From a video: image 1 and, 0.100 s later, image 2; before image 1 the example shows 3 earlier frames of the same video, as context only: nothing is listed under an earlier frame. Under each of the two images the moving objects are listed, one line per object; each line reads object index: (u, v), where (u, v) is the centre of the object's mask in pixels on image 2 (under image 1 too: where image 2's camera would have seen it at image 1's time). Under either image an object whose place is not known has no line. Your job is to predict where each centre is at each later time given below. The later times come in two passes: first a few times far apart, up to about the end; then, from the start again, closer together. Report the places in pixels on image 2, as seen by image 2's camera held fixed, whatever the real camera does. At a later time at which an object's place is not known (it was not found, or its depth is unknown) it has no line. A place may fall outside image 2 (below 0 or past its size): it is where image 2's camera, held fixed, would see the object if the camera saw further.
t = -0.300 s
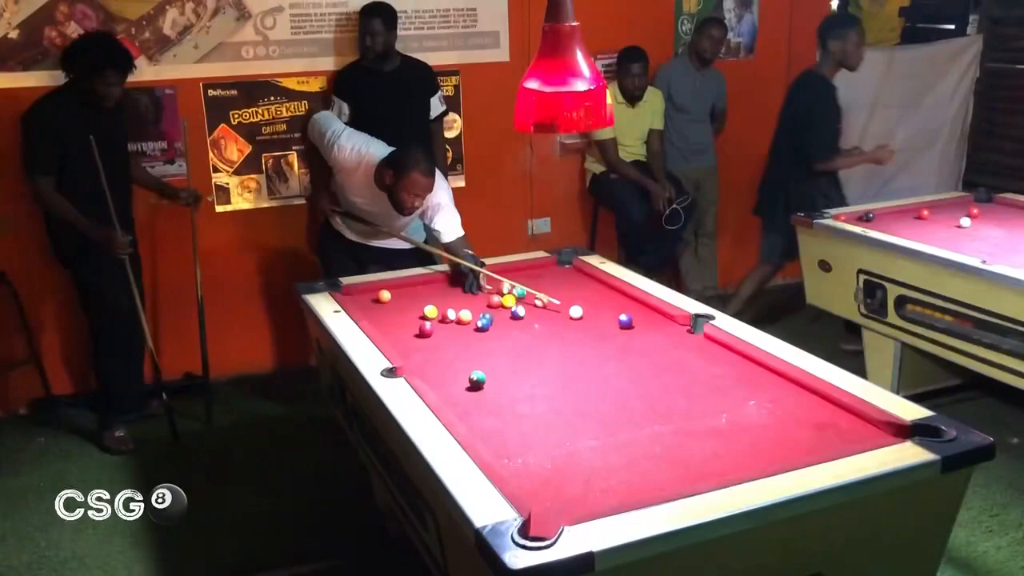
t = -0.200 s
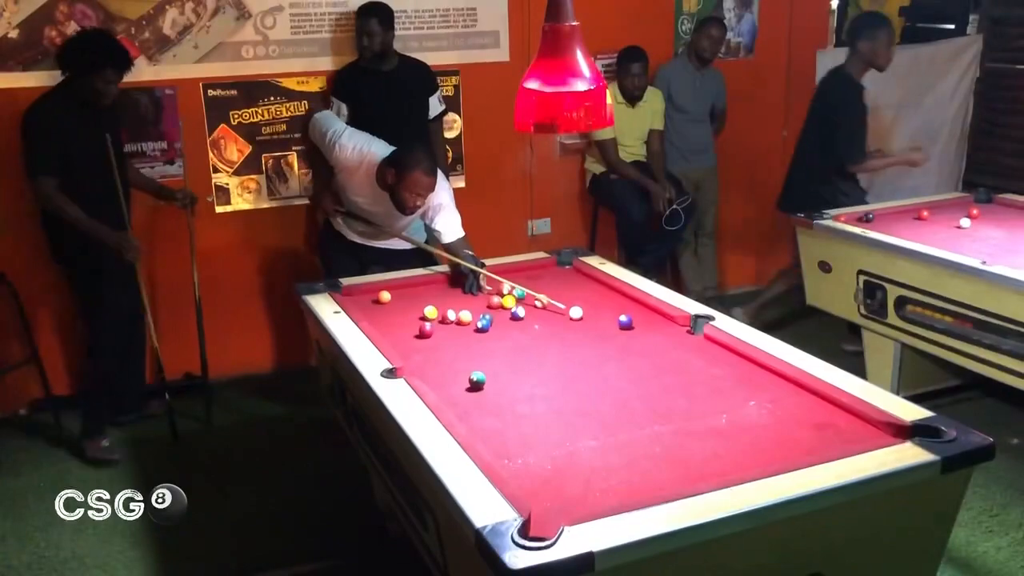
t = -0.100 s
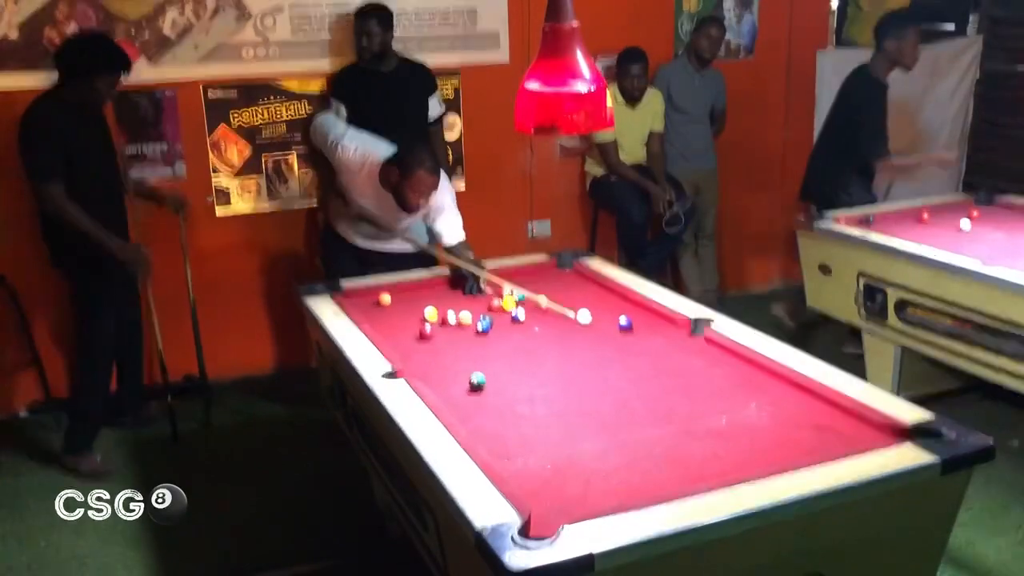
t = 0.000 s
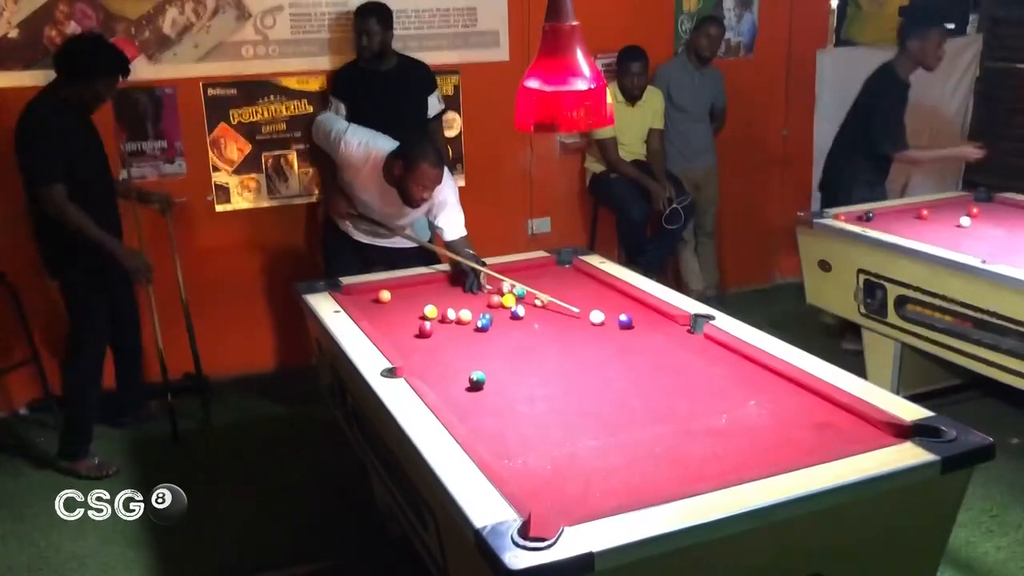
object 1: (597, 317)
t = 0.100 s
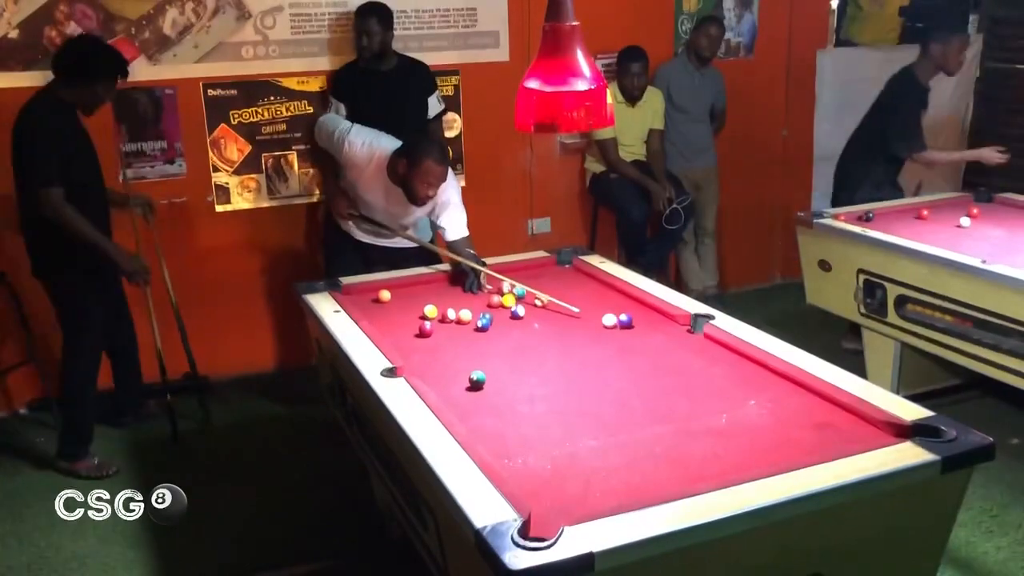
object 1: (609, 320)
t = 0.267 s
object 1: (613, 325)
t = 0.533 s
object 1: (619, 333)
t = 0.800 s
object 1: (625, 341)
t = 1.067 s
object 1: (632, 348)
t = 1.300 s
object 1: (637, 355)
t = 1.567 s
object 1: (643, 362)
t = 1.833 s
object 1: (648, 369)
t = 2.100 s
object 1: (654, 376)
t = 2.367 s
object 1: (659, 382)
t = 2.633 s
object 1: (664, 388)
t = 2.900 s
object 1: (668, 392)
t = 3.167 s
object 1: (672, 396)
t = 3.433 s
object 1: (675, 400)
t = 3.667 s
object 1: (677, 402)
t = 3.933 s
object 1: (681, 407)
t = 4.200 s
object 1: (681, 405)
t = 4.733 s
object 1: (681, 406)
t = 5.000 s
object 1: (681, 406)
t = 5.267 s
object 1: (681, 406)
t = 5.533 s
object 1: (681, 406)
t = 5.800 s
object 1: (681, 406)
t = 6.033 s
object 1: (681, 406)
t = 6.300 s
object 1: (681, 406)
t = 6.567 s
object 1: (681, 406)
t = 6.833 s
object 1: (681, 406)
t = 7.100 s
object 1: (681, 406)
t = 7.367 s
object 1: (681, 406)
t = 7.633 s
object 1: (681, 406)
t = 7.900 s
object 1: (681, 406)
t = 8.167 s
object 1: (681, 406)
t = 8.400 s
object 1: (681, 407)
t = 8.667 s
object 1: (681, 406)
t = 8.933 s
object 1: (681, 406)
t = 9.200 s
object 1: (681, 406)
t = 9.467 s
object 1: (681, 406)
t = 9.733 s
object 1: (681, 406)
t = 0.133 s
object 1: (610, 322)
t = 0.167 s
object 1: (611, 322)
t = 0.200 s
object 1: (612, 323)
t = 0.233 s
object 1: (612, 324)
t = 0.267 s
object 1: (613, 325)
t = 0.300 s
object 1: (614, 327)
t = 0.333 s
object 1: (615, 327)
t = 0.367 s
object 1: (616, 328)
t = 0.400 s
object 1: (616, 329)
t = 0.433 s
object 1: (617, 330)
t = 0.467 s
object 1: (618, 330)
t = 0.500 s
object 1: (619, 332)
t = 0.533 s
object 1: (619, 333)
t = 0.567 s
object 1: (620, 334)
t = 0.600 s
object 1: (621, 335)
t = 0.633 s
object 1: (622, 336)
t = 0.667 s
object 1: (623, 337)
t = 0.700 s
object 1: (623, 338)
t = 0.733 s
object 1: (624, 339)
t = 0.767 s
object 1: (625, 340)
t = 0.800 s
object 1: (625, 341)
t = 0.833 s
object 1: (626, 342)
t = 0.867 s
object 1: (627, 343)
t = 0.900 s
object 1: (628, 344)
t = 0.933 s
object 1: (628, 343)
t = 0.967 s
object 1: (629, 344)
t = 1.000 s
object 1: (630, 346)
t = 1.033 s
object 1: (631, 348)
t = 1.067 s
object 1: (632, 348)
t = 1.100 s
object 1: (633, 350)
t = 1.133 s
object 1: (633, 351)
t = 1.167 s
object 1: (634, 351)
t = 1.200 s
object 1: (635, 353)
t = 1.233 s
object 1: (635, 353)
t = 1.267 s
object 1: (636, 355)
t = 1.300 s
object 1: (637, 355)
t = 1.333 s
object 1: (638, 356)
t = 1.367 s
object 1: (639, 357)
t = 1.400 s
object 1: (639, 358)
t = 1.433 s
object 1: (640, 357)
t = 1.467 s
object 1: (640, 358)
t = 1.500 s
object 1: (641, 359)
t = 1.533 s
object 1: (642, 360)
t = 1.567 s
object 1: (643, 362)
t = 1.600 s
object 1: (644, 363)
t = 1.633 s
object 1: (644, 364)
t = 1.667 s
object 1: (645, 365)
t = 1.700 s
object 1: (646, 366)
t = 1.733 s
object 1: (646, 367)
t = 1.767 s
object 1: (647, 368)
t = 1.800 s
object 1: (648, 369)
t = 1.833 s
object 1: (648, 369)
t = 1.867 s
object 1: (649, 370)
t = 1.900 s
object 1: (649, 371)
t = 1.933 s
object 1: (650, 371)
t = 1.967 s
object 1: (651, 370)
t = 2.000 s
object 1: (652, 372)
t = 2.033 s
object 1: (652, 373)
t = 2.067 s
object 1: (653, 375)
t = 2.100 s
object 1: (654, 376)
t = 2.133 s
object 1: (654, 377)
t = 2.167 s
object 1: (655, 377)
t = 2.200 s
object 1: (656, 378)
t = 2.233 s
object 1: (656, 379)
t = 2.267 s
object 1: (657, 380)
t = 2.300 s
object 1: (657, 380)
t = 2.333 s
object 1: (658, 381)
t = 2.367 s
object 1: (659, 382)
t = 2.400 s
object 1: (659, 383)
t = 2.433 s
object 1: (660, 384)
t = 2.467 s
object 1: (661, 383)
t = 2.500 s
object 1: (661, 384)
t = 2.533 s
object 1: (662, 385)
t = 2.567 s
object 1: (663, 386)
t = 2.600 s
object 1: (663, 387)
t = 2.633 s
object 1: (664, 388)
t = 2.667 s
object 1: (664, 388)
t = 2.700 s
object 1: (665, 389)
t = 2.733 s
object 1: (665, 389)
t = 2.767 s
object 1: (666, 390)
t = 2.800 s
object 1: (666, 390)
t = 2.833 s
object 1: (667, 391)
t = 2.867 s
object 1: (667, 392)
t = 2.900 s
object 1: (668, 392)
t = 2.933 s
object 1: (669, 393)
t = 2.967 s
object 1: (669, 393)
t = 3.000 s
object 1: (670, 394)
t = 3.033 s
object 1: (670, 393)
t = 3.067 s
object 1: (671, 395)
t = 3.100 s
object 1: (671, 395)
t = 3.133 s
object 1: (672, 396)
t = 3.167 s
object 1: (672, 396)
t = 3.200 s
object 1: (673, 397)
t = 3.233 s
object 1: (673, 397)
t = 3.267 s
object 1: (674, 397)
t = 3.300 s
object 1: (674, 398)
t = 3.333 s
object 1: (674, 398)
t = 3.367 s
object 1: (675, 399)
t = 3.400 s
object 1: (675, 399)
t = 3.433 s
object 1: (675, 400)
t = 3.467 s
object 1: (675, 400)
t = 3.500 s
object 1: (676, 400)
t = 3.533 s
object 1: (676, 400)
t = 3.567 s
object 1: (677, 401)
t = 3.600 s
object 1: (677, 401)
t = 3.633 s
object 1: (677, 402)
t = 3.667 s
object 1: (677, 402)
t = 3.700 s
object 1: (678, 402)
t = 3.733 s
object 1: (678, 403)
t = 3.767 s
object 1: (678, 403)
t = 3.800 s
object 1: (678, 403)
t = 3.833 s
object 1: (679, 403)
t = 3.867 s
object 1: (679, 403)
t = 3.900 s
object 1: (679, 404)
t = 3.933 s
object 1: (681, 407)
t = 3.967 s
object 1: (678, 402)
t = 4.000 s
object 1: (679, 401)
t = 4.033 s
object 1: (680, 402)
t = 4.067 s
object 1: (680, 405)
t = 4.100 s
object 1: (680, 405)
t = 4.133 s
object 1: (681, 405)
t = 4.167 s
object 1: (681, 405)
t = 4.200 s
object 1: (681, 405)
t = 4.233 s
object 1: (681, 405)
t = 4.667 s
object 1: (681, 406)
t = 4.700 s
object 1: (681, 406)
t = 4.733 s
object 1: (681, 406)
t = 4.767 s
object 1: (681, 406)
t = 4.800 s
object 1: (681, 406)
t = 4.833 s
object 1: (681, 406)
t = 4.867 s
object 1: (681, 406)
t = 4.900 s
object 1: (681, 406)
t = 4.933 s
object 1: (681, 406)
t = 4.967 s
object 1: (681, 406)
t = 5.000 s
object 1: (681, 406)
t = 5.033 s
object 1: (681, 406)
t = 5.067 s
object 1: (681, 406)
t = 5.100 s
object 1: (681, 406)
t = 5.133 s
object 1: (681, 406)
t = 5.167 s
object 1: (681, 406)
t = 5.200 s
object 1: (681, 406)
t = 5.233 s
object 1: (681, 406)
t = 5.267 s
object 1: (681, 406)
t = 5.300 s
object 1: (681, 406)
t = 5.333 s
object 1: (681, 406)
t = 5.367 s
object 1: (681, 406)
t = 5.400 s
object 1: (681, 406)
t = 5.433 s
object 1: (681, 406)
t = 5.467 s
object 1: (681, 406)
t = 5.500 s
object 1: (681, 406)
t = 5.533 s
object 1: (681, 406)
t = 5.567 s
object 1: (681, 405)
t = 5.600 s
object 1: (681, 406)
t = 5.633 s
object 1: (681, 405)
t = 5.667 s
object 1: (681, 406)
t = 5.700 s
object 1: (681, 406)
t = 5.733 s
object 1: (681, 406)
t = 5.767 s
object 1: (681, 406)
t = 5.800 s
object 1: (681, 406)
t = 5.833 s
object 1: (681, 406)
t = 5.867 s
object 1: (681, 406)
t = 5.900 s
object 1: (681, 406)
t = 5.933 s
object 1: (681, 406)
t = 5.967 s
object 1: (681, 406)
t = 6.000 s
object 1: (681, 406)
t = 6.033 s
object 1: (681, 406)
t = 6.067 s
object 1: (681, 406)
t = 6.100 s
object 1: (681, 406)
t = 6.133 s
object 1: (681, 407)
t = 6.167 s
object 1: (681, 406)
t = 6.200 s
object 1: (681, 406)
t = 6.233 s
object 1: (681, 406)
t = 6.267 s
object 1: (681, 406)
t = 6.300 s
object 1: (681, 406)
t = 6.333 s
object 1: (681, 406)
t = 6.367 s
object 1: (681, 406)
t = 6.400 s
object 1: (681, 406)
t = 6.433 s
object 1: (681, 406)
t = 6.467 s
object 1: (681, 406)
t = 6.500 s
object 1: (681, 406)
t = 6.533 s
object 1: (681, 406)
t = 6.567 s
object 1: (681, 406)
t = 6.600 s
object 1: (681, 406)
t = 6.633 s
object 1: (681, 404)
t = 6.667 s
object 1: (681, 406)
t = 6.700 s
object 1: (681, 406)
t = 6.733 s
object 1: (681, 406)
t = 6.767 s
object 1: (681, 406)
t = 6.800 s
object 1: (681, 406)
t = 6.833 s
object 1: (681, 406)
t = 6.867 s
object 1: (681, 406)
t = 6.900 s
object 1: (681, 406)
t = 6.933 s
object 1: (681, 406)
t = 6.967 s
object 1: (681, 406)
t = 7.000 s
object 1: (681, 406)
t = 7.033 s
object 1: (681, 406)
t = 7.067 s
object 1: (681, 406)
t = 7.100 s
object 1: (681, 406)
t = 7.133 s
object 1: (681, 405)
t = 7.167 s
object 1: (681, 406)
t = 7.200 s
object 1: (681, 406)
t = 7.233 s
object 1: (681, 406)
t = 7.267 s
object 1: (681, 406)
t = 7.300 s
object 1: (681, 406)
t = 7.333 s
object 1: (681, 406)
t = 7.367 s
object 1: (681, 406)
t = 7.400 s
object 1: (681, 406)
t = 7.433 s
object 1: (681, 406)
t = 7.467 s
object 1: (681, 406)
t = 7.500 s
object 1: (681, 406)
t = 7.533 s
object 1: (681, 406)
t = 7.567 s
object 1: (681, 406)
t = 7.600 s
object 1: (681, 406)
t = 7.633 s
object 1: (681, 406)
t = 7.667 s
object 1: (681, 405)
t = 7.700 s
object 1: (681, 406)
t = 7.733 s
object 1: (681, 406)
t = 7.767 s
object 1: (681, 406)
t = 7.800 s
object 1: (681, 406)
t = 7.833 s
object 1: (681, 406)
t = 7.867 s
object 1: (681, 406)
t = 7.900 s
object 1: (681, 406)
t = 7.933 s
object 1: (681, 406)
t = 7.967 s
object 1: (681, 406)
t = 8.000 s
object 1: (681, 406)
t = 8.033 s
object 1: (681, 406)
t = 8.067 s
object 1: (681, 406)
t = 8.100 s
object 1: (681, 406)
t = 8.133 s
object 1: (681, 406)
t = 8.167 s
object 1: (681, 406)
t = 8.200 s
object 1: (681, 406)
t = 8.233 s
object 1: (681, 406)
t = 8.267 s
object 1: (681, 406)
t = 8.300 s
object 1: (681, 407)
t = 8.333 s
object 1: (681, 407)
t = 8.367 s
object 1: (681, 407)
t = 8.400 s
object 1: (681, 407)
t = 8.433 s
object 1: (681, 406)
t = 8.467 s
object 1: (681, 407)
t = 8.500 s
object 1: (681, 407)
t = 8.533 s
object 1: (681, 407)
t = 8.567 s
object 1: (681, 407)
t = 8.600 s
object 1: (681, 407)
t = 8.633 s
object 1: (681, 407)
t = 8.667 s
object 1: (681, 406)
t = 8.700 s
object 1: (681, 406)
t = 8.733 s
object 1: (681, 406)
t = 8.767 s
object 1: (681, 406)
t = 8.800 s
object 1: (681, 406)
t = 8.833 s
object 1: (681, 407)
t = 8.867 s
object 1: (681, 407)
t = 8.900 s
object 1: (681, 407)
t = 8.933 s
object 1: (681, 406)
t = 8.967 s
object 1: (681, 406)
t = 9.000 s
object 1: (681, 407)
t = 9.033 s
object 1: (681, 406)
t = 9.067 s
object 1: (681, 406)
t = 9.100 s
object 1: (681, 406)
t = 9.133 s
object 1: (681, 406)
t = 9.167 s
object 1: (681, 406)
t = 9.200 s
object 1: (681, 406)
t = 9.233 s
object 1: (681, 406)
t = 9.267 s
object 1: (681, 407)
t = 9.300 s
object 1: (681, 406)
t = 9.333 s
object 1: (681, 406)
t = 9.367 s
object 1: (681, 406)
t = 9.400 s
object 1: (681, 406)
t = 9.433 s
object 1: (681, 406)
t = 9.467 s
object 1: (681, 406)
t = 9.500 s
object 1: (681, 407)
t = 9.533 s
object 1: (681, 406)
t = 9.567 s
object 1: (681, 406)
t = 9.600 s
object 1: (681, 407)
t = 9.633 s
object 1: (681, 407)
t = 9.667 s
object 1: (681, 406)
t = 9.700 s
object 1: (681, 406)
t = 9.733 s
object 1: (681, 406)
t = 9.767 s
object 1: (681, 406)
